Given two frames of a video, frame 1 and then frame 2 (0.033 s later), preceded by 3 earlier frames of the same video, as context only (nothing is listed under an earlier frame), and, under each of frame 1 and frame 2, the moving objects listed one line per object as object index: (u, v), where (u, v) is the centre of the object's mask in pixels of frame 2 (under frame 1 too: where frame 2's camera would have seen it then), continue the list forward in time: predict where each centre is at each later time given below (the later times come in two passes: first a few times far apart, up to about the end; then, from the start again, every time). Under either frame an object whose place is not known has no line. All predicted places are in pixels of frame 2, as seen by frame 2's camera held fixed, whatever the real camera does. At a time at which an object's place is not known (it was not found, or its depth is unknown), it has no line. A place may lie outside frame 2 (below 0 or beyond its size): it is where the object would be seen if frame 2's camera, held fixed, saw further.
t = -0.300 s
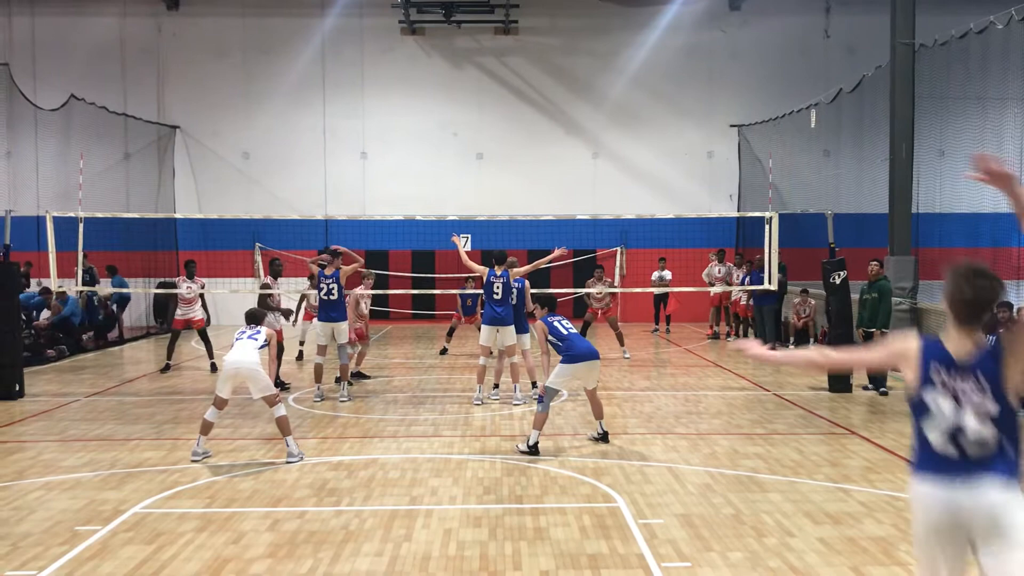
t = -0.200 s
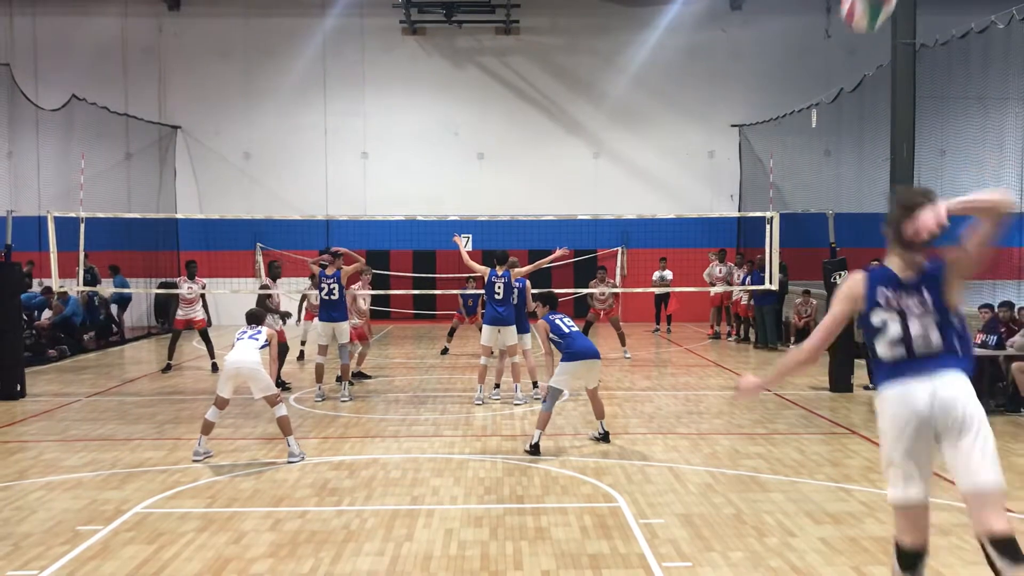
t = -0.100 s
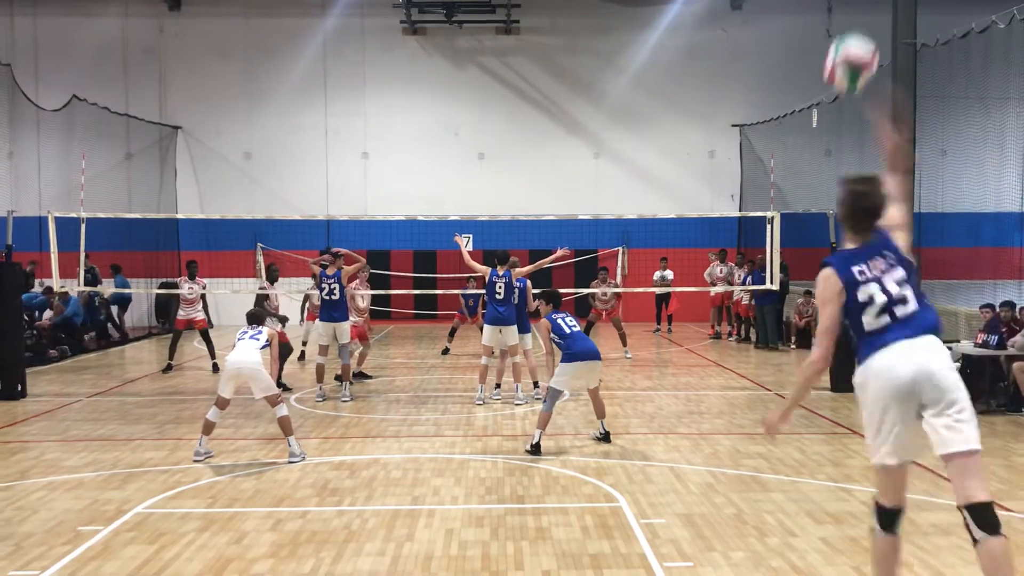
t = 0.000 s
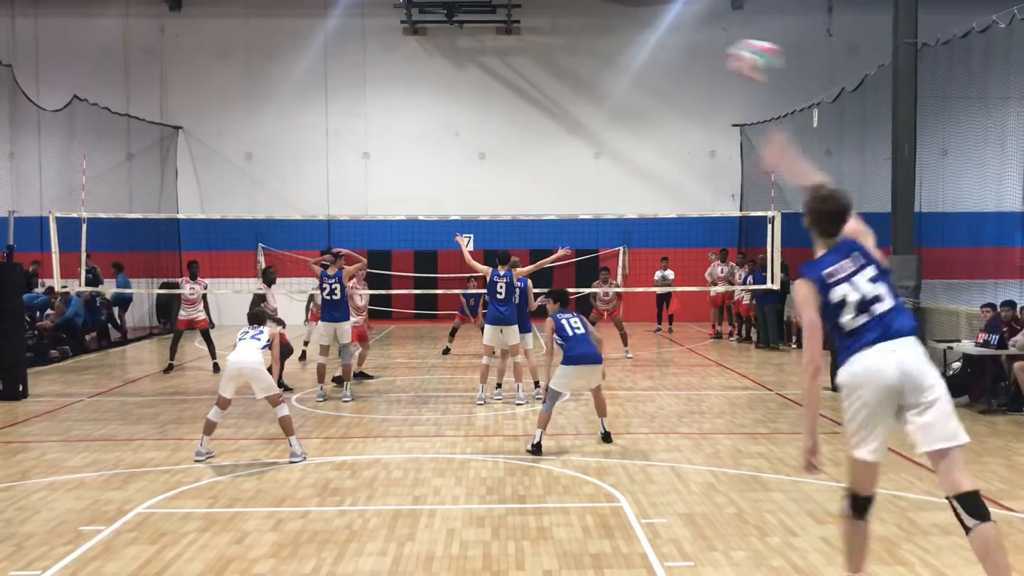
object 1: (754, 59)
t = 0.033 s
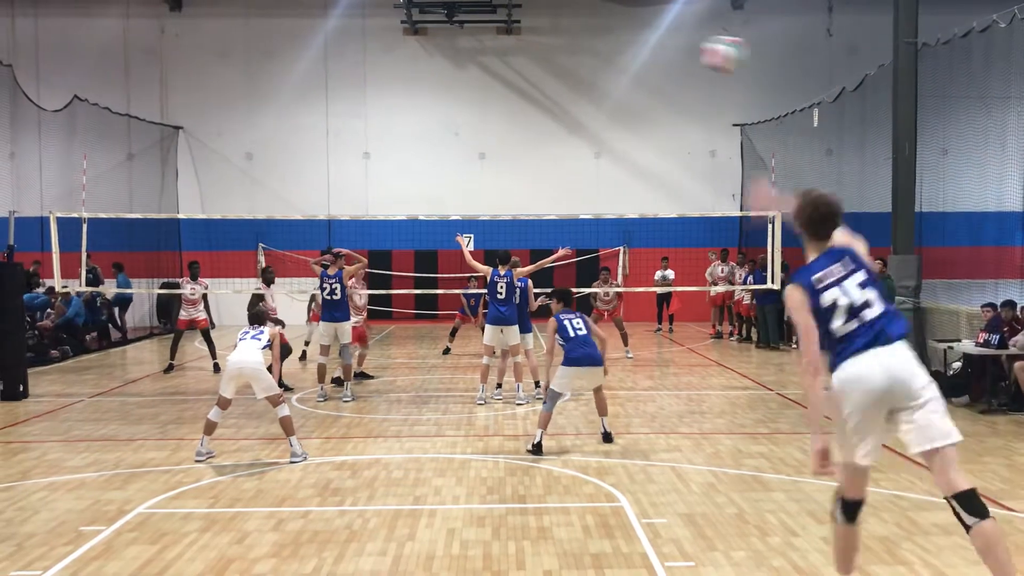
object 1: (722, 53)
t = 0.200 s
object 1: (621, 58)
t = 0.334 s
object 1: (573, 86)
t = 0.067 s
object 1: (696, 51)
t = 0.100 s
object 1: (674, 51)
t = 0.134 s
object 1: (655, 52)
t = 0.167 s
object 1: (638, 54)
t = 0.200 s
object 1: (621, 58)
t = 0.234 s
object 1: (607, 66)
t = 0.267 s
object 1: (593, 72)
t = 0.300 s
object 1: (583, 79)
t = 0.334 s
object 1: (573, 86)
